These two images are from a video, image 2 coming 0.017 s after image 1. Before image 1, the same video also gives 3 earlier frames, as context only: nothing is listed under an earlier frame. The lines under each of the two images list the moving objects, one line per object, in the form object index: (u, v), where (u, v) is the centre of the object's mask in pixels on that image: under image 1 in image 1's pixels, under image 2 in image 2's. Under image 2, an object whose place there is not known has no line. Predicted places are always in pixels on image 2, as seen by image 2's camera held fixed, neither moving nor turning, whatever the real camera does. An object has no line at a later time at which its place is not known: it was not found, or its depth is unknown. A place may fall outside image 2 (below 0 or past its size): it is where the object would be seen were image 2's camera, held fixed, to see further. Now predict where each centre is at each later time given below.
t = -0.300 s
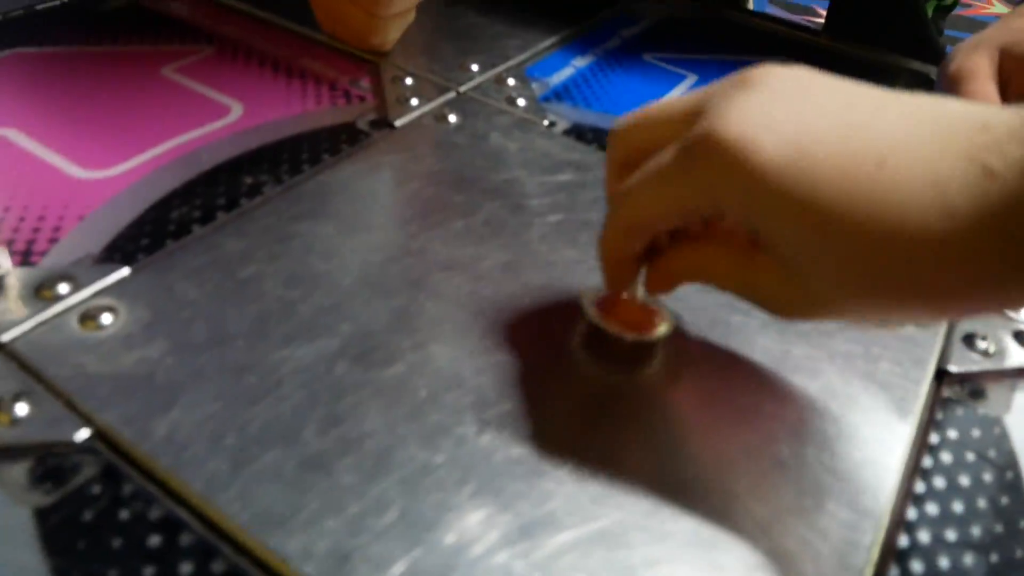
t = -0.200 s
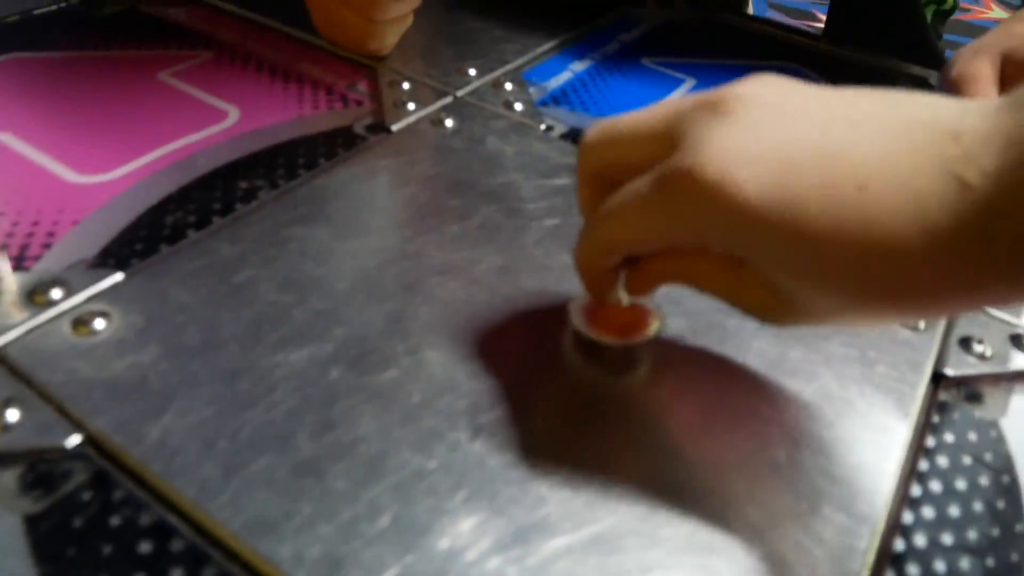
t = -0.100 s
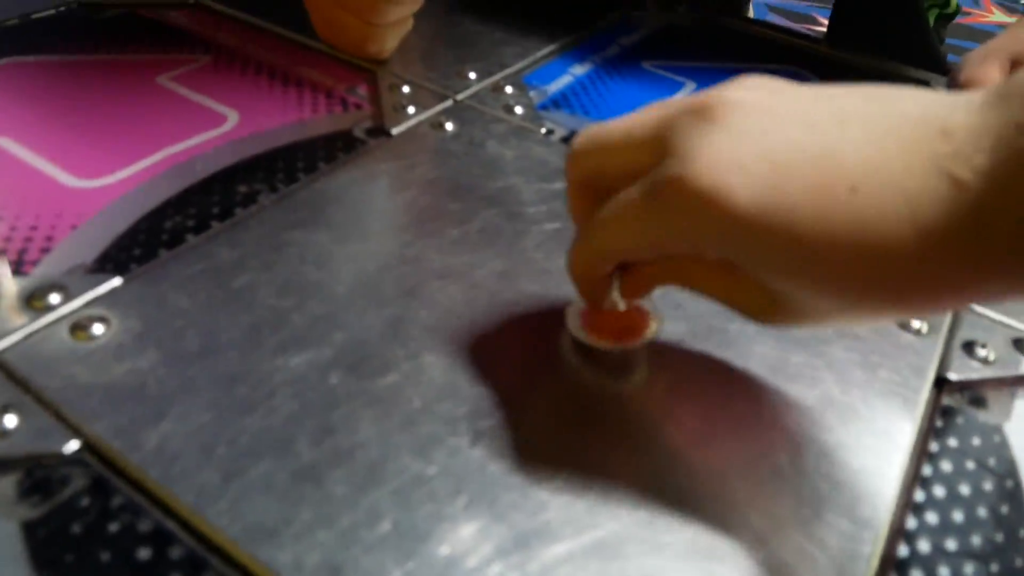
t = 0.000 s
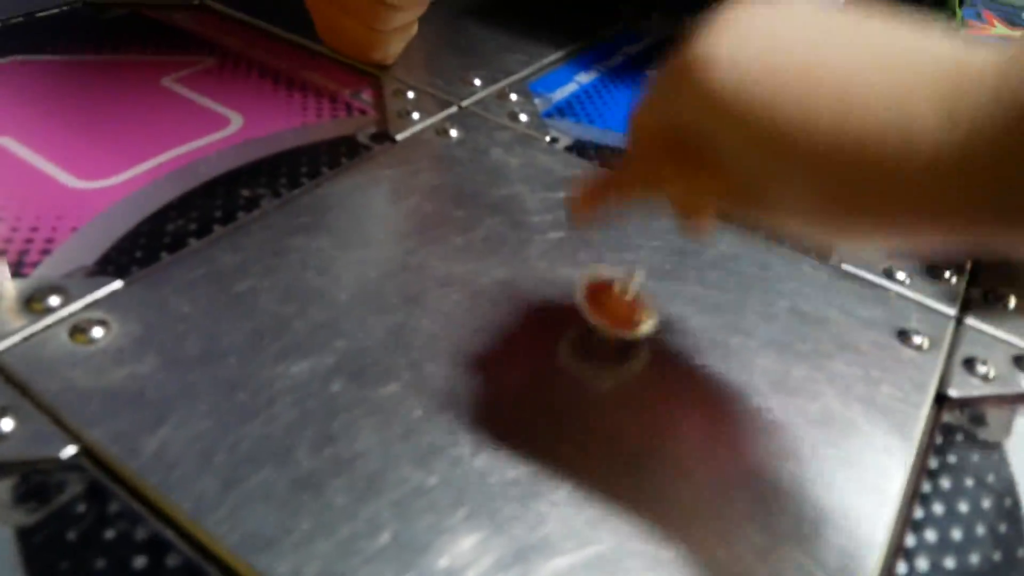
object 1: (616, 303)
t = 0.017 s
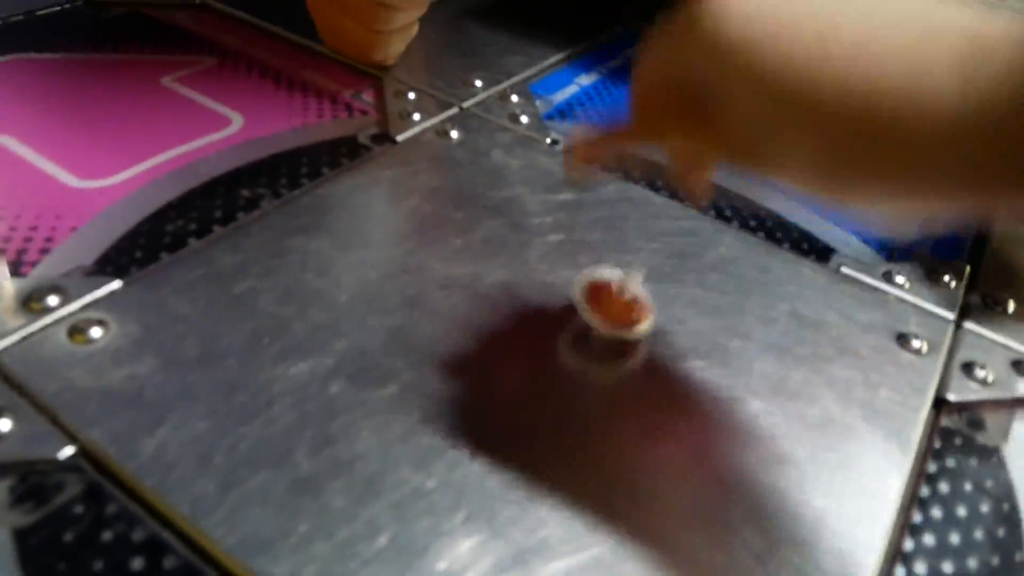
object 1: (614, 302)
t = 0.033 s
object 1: (613, 302)
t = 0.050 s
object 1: (611, 294)
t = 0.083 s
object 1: (604, 288)
